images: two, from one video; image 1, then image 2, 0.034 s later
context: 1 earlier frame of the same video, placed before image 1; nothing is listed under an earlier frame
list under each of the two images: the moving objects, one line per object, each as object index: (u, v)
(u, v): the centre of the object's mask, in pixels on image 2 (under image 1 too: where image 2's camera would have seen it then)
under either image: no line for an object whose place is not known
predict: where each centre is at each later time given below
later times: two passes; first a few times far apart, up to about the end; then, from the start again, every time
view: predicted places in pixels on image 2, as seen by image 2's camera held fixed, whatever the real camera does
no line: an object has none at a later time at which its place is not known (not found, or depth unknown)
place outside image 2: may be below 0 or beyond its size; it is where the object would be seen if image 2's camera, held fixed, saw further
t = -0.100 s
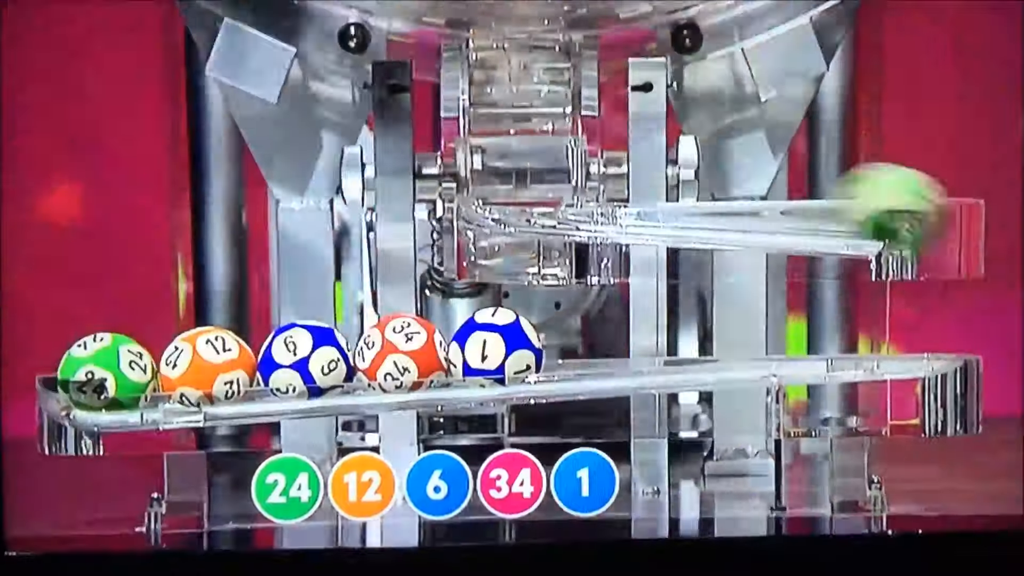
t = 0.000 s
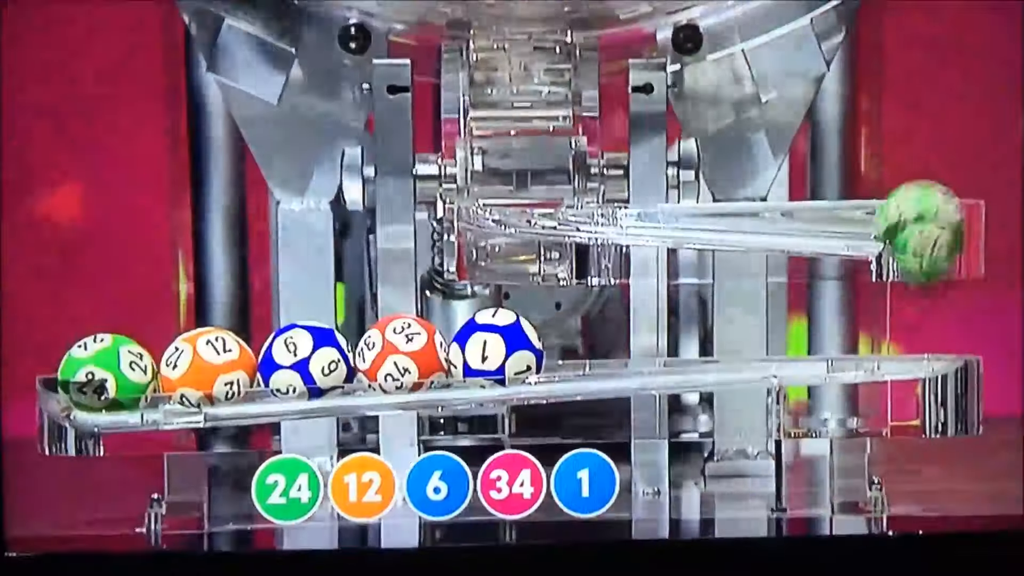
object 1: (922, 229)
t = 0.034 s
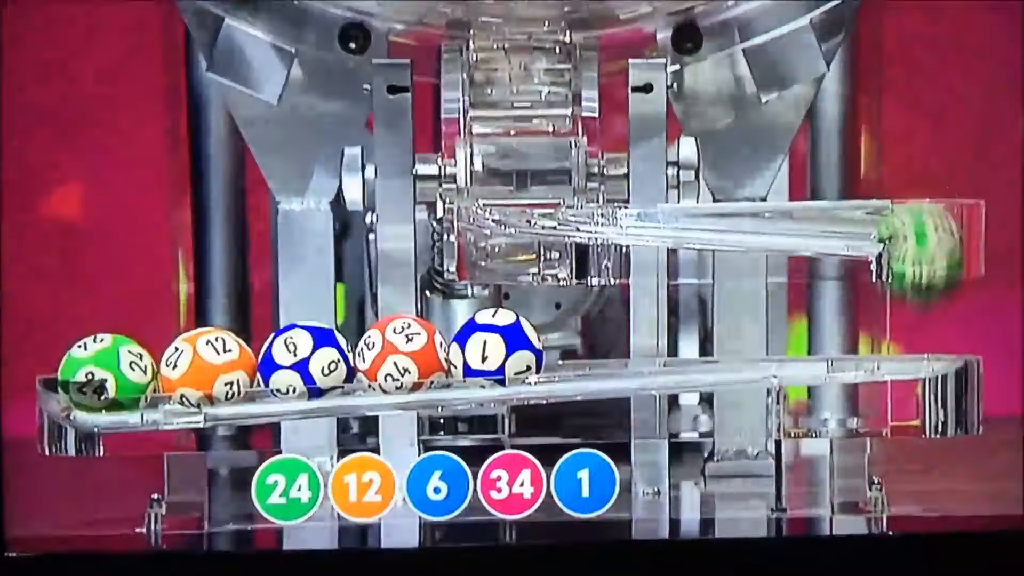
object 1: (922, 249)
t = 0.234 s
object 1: (893, 320)
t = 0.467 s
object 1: (875, 325)
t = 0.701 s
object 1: (846, 327)
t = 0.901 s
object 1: (804, 329)
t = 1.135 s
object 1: (732, 332)
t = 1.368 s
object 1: (645, 338)
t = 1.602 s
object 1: (593, 343)
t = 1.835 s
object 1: (591, 343)
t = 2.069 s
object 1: (590, 343)
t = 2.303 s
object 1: (589, 343)
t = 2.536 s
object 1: (589, 344)
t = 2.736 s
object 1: (589, 344)
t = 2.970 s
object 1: (589, 343)
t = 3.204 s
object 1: (589, 344)
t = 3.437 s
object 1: (589, 343)
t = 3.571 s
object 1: (590, 344)
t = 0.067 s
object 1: (919, 282)
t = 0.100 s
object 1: (913, 319)
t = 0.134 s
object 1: (912, 315)
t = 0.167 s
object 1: (915, 321)
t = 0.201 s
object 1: (905, 319)
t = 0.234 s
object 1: (893, 320)
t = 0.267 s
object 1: (885, 322)
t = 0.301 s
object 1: (881, 323)
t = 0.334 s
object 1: (881, 322)
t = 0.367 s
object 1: (880, 323)
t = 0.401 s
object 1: (878, 325)
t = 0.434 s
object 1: (877, 324)
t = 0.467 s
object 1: (875, 325)
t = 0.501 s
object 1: (872, 325)
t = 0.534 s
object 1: (869, 326)
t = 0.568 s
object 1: (867, 326)
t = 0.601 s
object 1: (862, 326)
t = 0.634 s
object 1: (857, 326)
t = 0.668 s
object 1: (852, 327)
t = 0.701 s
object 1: (846, 327)
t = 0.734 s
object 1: (840, 328)
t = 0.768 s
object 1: (834, 328)
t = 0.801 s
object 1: (827, 327)
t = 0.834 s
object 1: (820, 328)
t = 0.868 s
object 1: (813, 328)
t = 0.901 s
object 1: (804, 329)
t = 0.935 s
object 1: (796, 329)
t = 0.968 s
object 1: (787, 330)
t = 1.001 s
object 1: (775, 331)
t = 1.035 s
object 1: (768, 330)
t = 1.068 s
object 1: (757, 331)
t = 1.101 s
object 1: (744, 332)
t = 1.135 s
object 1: (732, 332)
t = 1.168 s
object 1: (721, 333)
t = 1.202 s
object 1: (708, 334)
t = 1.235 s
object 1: (697, 335)
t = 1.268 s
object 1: (685, 336)
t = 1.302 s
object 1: (671, 336)
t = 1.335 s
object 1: (660, 338)
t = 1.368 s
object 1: (645, 338)
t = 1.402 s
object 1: (630, 340)
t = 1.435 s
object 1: (615, 341)
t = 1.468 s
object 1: (602, 341)
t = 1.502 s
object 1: (589, 343)
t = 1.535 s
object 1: (590, 343)
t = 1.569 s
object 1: (592, 343)
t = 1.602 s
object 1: (593, 343)
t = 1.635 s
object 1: (595, 343)
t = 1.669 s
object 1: (595, 343)
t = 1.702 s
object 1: (596, 343)
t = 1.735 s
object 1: (595, 343)
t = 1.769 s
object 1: (594, 343)
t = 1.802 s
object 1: (593, 343)
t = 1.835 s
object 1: (591, 343)
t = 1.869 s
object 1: (589, 343)
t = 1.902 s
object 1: (589, 343)
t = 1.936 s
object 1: (589, 343)
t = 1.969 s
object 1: (589, 343)
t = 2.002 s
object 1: (589, 343)
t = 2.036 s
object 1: (589, 343)
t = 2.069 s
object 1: (590, 343)
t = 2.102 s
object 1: (589, 343)
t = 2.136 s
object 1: (589, 343)
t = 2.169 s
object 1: (589, 343)
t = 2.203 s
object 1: (589, 343)
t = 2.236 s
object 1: (589, 343)
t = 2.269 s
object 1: (589, 343)
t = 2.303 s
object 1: (589, 343)
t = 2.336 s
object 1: (589, 343)
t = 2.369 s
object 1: (589, 343)
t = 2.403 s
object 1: (589, 343)
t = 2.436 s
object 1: (589, 343)
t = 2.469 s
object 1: (589, 343)
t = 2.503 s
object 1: (589, 344)
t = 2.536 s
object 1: (589, 344)
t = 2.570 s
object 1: (589, 343)
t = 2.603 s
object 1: (589, 343)
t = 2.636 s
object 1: (589, 343)
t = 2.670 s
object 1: (589, 343)
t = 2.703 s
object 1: (589, 344)
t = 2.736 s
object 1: (589, 344)
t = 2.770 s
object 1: (589, 344)
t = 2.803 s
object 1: (589, 344)
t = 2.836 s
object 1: (589, 343)
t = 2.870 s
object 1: (589, 343)
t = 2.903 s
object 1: (589, 343)
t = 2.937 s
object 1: (589, 343)
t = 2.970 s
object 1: (589, 343)
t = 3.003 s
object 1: (589, 343)
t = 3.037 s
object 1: (589, 343)
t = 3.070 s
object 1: (589, 344)
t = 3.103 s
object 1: (589, 344)
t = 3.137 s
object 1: (589, 344)
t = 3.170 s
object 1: (589, 343)
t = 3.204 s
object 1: (589, 344)
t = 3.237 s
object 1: (589, 344)
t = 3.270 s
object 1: (589, 343)
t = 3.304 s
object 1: (589, 344)
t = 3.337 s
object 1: (589, 343)
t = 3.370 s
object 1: (589, 343)
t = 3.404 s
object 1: (589, 343)
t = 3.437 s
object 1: (589, 343)
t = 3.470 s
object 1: (589, 343)
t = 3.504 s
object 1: (589, 343)
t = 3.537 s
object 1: (589, 343)
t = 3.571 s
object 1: (590, 344)
